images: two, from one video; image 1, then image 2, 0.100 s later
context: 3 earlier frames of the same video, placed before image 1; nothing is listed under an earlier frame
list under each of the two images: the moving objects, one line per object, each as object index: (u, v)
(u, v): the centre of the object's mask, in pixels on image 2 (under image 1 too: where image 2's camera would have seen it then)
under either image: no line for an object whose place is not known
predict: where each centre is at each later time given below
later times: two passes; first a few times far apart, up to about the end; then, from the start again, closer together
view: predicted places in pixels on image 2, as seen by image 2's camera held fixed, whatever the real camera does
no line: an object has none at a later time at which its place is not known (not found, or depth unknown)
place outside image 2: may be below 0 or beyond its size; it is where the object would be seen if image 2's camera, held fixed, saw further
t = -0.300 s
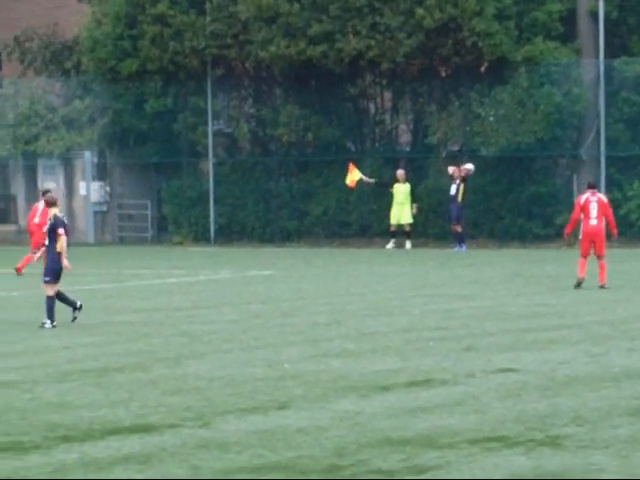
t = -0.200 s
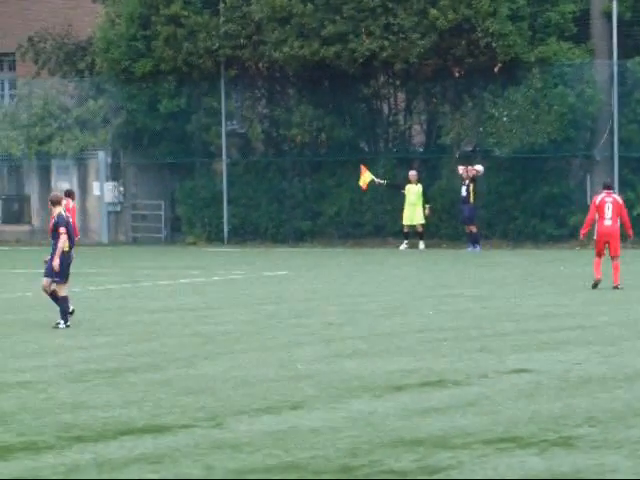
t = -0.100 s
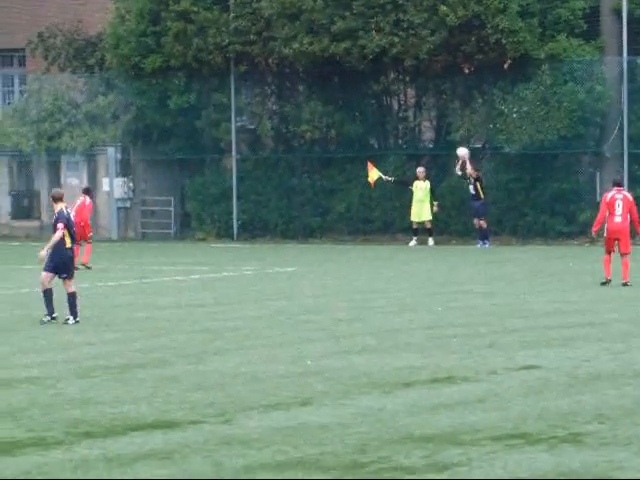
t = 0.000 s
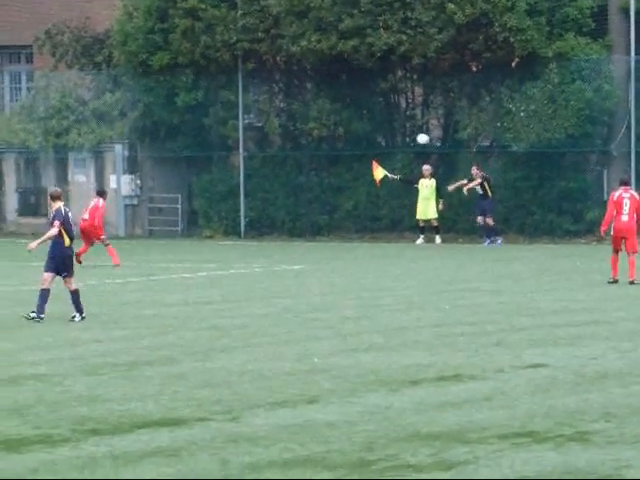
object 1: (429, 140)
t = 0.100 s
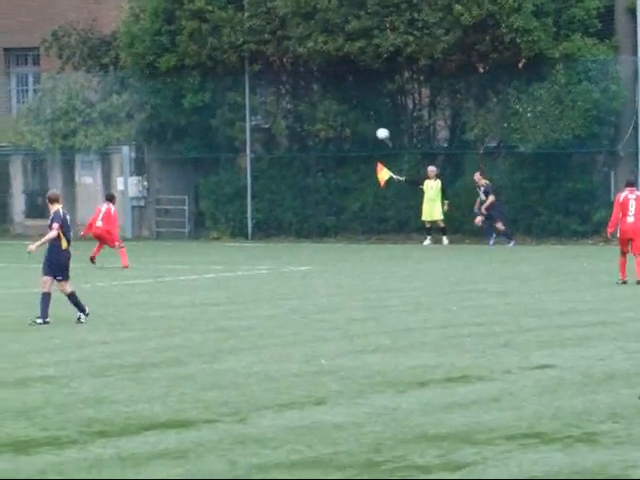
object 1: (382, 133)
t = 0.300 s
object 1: (288, 133)
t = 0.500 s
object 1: (185, 153)
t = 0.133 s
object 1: (366, 132)
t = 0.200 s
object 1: (335, 131)
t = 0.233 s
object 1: (319, 132)
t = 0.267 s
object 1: (304, 133)
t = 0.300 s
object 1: (288, 133)
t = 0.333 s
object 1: (272, 136)
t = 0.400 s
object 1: (239, 141)
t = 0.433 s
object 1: (220, 144)
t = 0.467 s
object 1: (201, 149)
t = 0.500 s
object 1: (185, 153)
